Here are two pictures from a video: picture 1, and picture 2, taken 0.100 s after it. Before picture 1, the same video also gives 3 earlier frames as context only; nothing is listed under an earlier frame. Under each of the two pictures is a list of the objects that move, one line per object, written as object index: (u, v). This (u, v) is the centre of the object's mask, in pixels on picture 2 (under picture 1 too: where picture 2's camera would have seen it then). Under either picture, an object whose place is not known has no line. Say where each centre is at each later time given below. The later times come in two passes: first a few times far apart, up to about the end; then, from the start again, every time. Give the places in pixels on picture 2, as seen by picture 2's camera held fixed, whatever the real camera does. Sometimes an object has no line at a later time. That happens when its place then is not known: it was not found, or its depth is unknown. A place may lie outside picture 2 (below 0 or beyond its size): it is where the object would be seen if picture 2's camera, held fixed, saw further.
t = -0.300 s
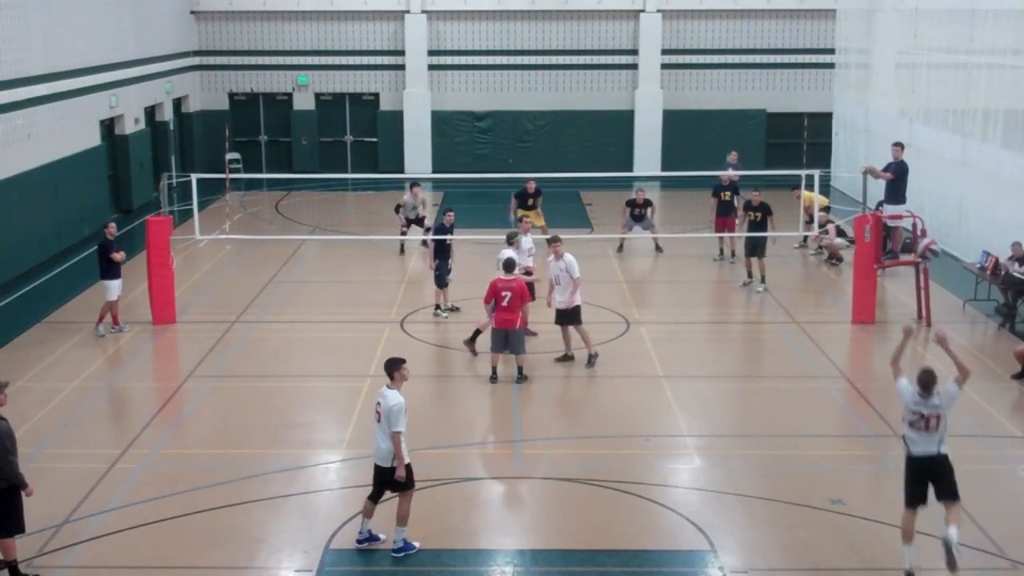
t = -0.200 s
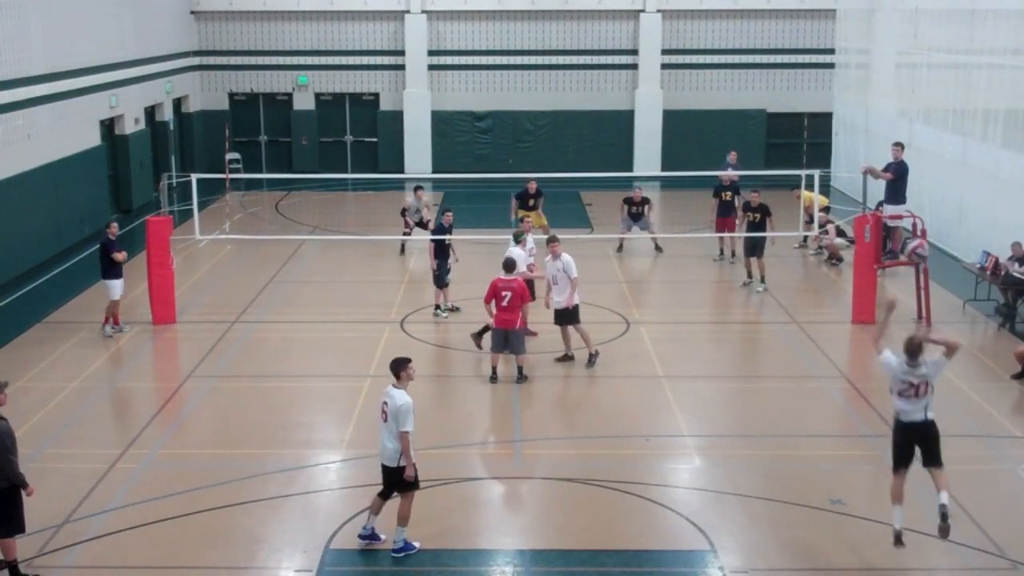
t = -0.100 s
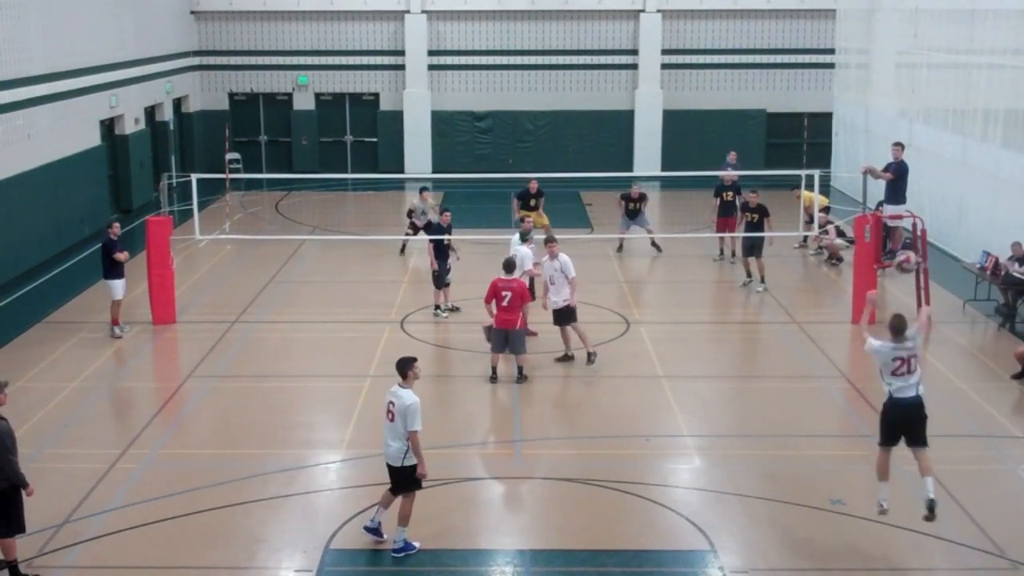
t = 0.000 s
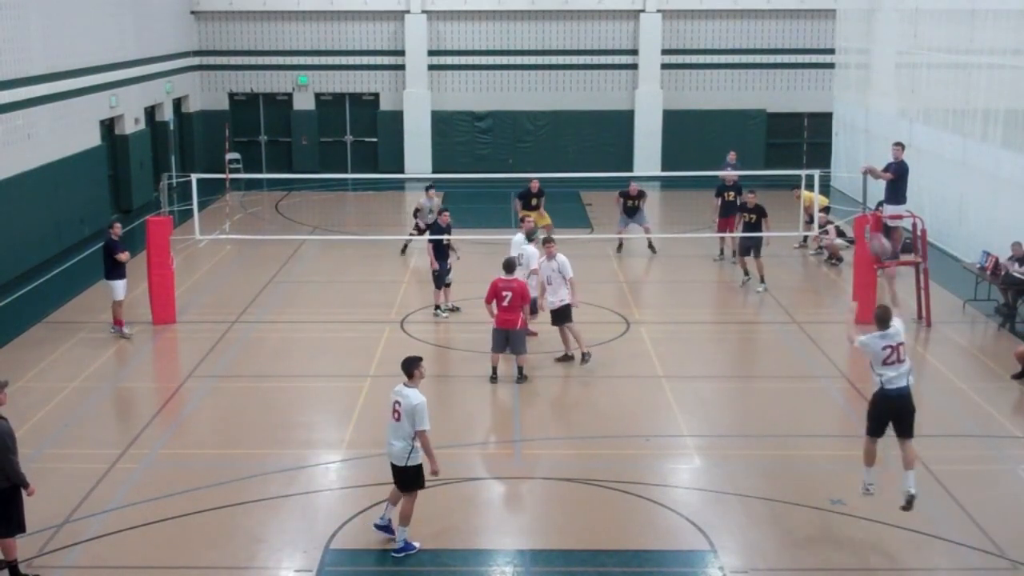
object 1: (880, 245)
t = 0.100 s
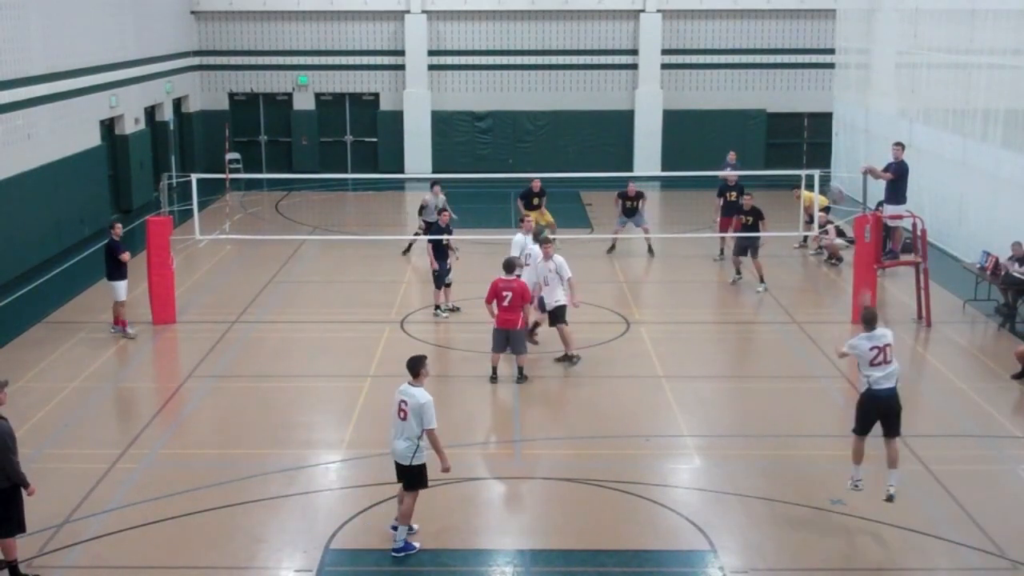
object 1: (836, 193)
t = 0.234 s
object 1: (787, 149)
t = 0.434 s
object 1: (729, 127)
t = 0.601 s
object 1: (690, 134)
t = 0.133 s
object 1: (824, 179)
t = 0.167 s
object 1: (810, 166)
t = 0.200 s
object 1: (798, 157)
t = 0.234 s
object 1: (787, 149)
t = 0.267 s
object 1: (777, 142)
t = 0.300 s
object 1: (766, 137)
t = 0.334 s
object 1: (757, 132)
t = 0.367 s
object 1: (747, 129)
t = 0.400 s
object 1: (738, 127)
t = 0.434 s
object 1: (729, 127)
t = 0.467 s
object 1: (721, 126)
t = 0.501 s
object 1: (713, 127)
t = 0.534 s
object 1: (705, 128)
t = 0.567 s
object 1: (698, 131)
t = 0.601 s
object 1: (690, 134)
